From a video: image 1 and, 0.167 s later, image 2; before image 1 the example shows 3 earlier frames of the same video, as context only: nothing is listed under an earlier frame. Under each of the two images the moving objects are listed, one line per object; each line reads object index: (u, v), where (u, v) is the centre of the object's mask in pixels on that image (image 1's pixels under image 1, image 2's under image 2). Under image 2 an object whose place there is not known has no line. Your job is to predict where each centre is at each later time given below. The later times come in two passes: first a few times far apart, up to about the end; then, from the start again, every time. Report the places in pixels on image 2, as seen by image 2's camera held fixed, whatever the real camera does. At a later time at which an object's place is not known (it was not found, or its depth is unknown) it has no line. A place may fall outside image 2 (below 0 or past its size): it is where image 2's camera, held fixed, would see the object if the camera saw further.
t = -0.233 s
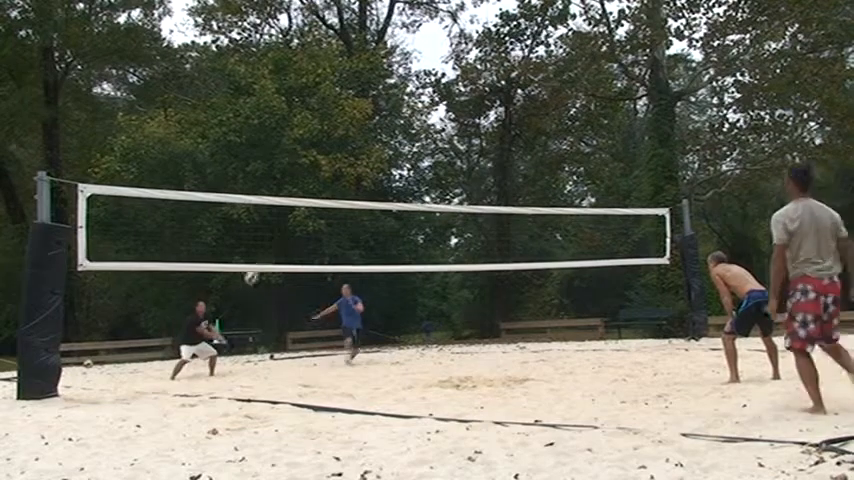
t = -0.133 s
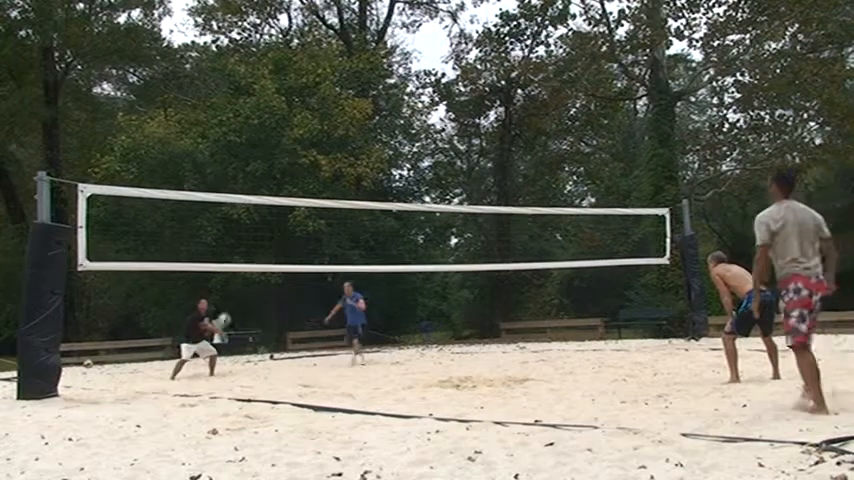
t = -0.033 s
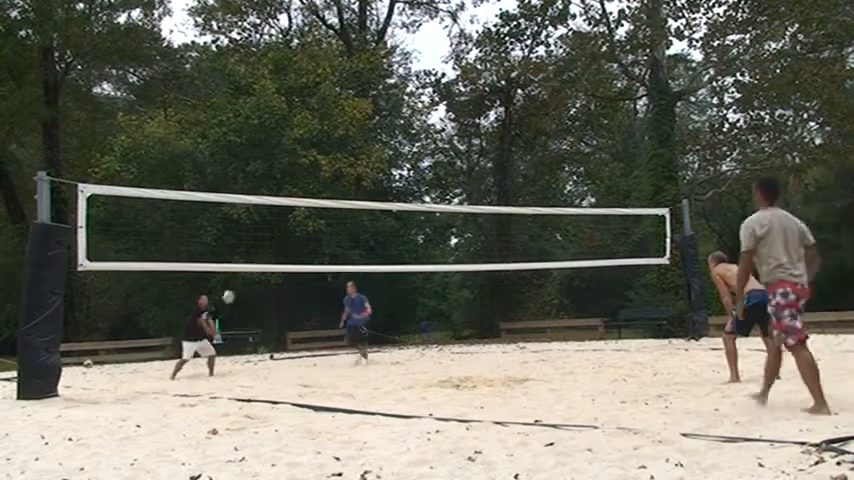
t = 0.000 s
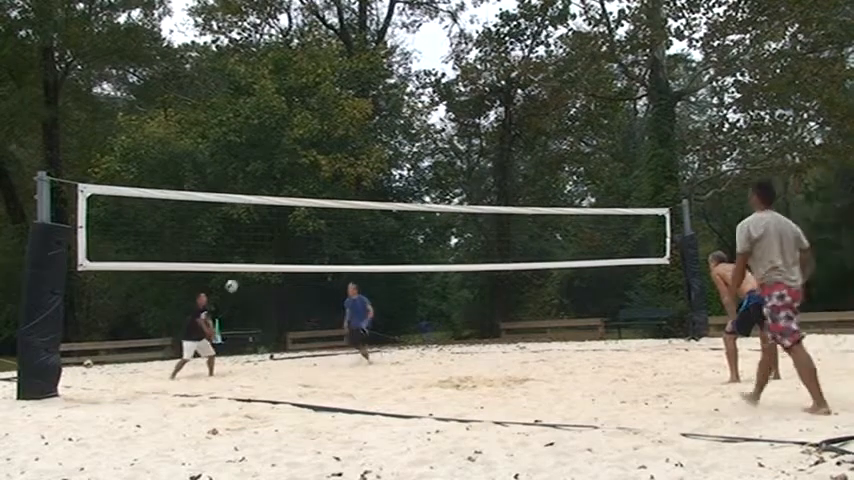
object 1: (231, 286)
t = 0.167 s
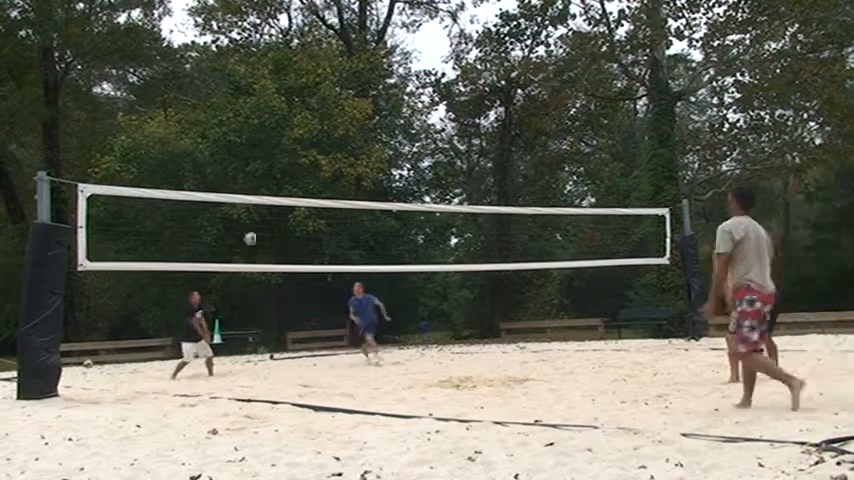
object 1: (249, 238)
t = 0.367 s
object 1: (275, 203)
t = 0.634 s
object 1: (308, 185)
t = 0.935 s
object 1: (350, 216)
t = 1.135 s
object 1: (380, 265)
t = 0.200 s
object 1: (254, 231)
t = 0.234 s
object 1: (258, 224)
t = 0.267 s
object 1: (262, 217)
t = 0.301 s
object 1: (266, 211)
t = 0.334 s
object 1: (270, 209)
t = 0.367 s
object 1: (275, 203)
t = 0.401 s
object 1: (278, 194)
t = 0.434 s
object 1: (282, 192)
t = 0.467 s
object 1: (287, 190)
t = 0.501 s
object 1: (291, 188)
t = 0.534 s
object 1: (295, 187)
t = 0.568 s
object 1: (300, 186)
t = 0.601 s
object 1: (304, 185)
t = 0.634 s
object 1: (308, 185)
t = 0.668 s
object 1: (312, 186)
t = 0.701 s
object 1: (317, 187)
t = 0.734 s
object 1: (321, 190)
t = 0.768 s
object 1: (327, 192)
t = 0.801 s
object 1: (331, 194)
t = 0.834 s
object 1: (336, 196)
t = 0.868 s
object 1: (340, 209)
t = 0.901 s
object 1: (345, 212)
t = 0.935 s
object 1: (350, 216)
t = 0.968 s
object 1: (355, 222)
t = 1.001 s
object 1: (360, 230)
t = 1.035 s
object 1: (365, 238)
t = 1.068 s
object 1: (370, 247)
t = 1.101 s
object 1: (375, 256)
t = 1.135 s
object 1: (380, 265)
